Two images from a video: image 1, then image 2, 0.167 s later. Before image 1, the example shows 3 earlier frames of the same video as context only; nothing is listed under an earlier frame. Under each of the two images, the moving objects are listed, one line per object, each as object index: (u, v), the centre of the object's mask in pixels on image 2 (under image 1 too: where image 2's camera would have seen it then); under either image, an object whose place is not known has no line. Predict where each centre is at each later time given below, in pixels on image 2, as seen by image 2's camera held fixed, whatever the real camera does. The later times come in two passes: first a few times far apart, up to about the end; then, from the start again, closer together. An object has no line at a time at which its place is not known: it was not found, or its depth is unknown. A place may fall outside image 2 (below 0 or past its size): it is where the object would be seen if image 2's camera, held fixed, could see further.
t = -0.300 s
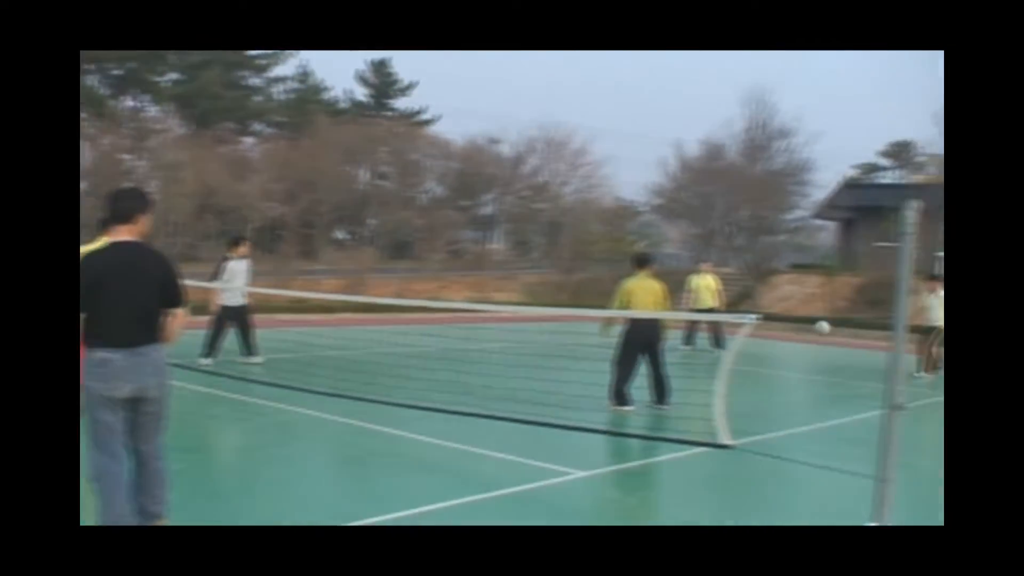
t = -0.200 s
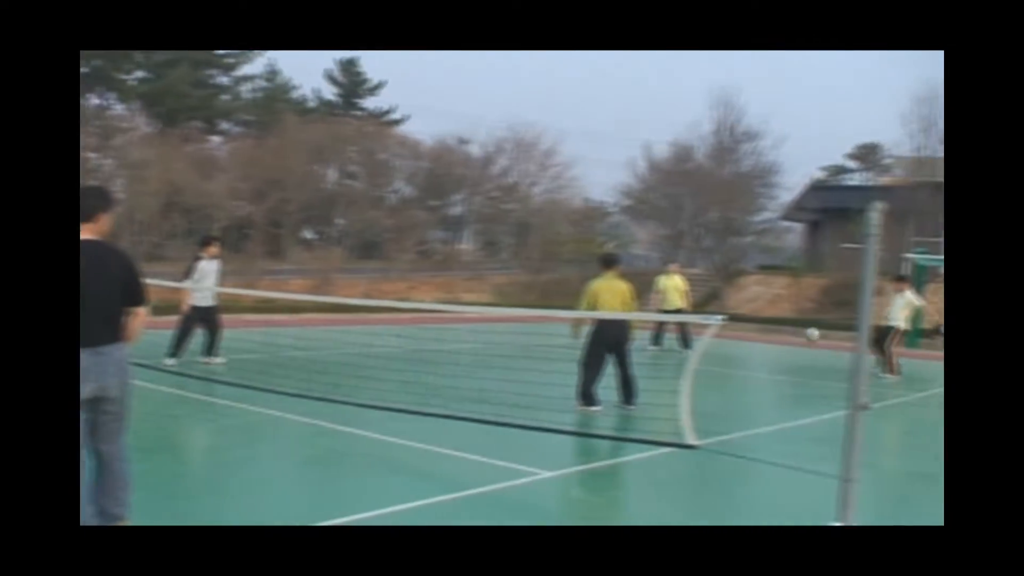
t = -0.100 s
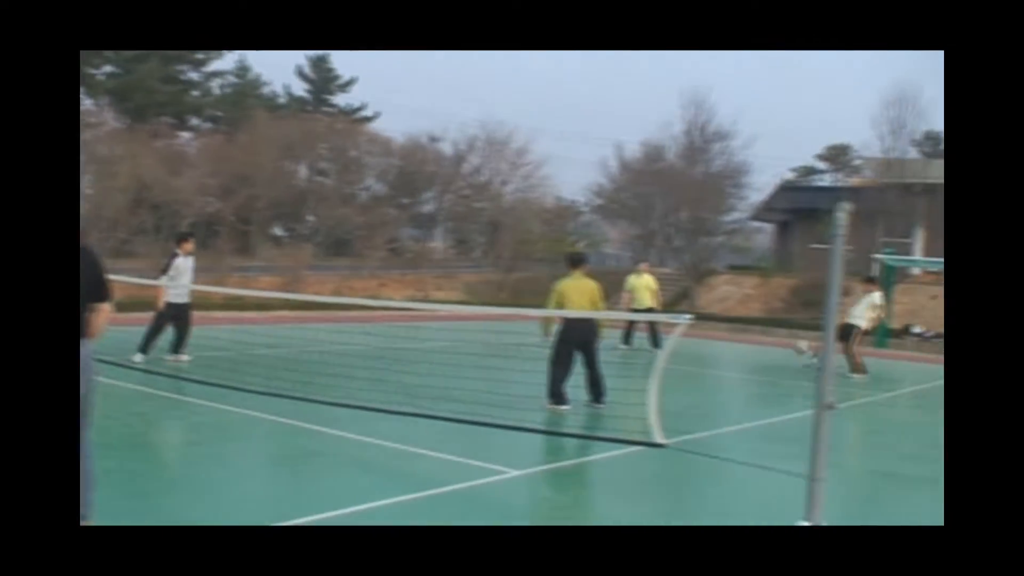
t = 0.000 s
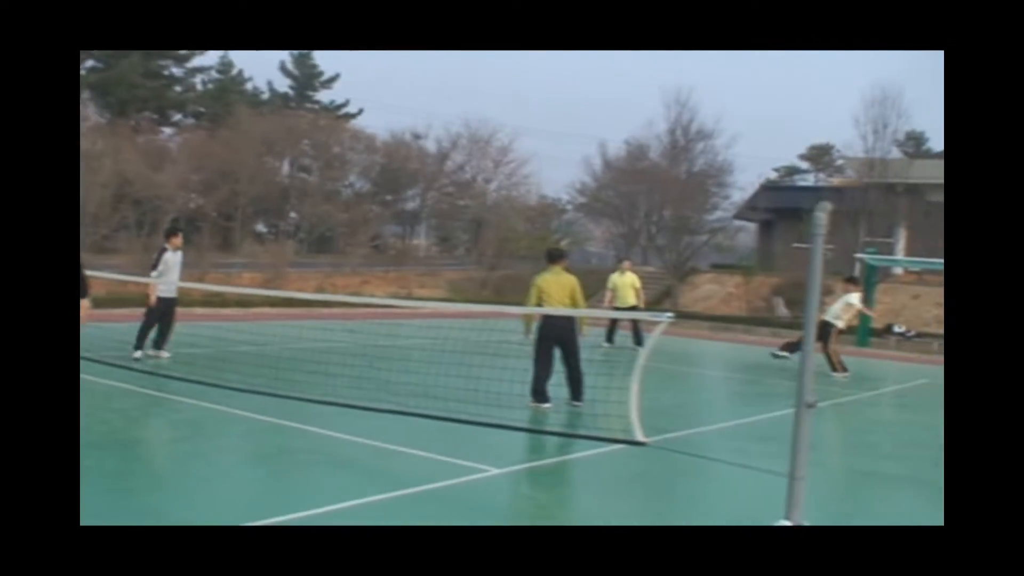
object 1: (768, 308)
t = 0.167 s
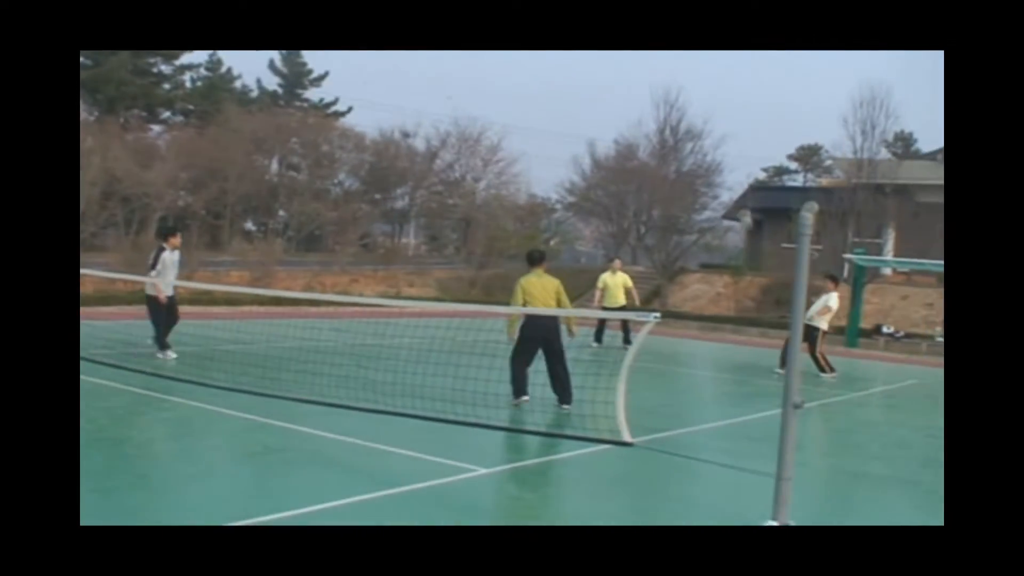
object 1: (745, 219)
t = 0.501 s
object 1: (697, 90)
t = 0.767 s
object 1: (657, 35)
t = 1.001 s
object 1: (621, 25)
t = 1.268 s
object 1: (578, 55)
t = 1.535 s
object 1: (533, 129)
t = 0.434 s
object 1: (706, 111)
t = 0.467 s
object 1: (702, 101)
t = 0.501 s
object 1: (697, 90)
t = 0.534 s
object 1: (692, 80)
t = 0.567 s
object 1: (687, 72)
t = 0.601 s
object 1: (682, 65)
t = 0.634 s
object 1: (677, 57)
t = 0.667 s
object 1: (672, 51)
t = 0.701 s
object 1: (666, 45)
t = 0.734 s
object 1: (662, 40)
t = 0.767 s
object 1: (657, 35)
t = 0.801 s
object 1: (652, 31)
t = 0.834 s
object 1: (648, 29)
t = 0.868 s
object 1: (642, 27)
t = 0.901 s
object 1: (637, 25)
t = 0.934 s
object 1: (632, 24)
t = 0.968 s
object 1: (627, 24)
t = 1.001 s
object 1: (621, 25)
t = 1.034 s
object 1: (616, 26)
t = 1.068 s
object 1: (611, 28)
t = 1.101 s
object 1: (605, 31)
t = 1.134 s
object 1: (600, 35)
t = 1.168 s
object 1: (594, 39)
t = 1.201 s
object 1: (588, 43)
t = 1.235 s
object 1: (584, 49)
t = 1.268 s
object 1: (578, 55)
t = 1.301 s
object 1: (573, 62)
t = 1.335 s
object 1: (567, 70)
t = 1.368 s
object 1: (562, 78)
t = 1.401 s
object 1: (556, 87)
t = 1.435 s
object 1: (550, 96)
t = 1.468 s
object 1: (544, 107)
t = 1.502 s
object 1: (539, 117)
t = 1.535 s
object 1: (533, 129)
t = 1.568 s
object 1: (526, 141)
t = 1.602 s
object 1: (521, 153)
